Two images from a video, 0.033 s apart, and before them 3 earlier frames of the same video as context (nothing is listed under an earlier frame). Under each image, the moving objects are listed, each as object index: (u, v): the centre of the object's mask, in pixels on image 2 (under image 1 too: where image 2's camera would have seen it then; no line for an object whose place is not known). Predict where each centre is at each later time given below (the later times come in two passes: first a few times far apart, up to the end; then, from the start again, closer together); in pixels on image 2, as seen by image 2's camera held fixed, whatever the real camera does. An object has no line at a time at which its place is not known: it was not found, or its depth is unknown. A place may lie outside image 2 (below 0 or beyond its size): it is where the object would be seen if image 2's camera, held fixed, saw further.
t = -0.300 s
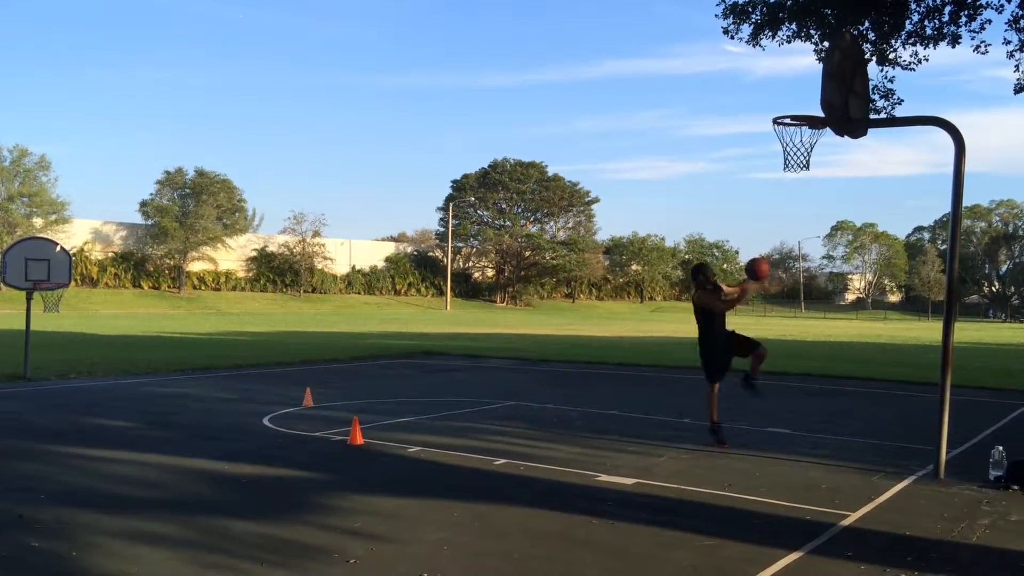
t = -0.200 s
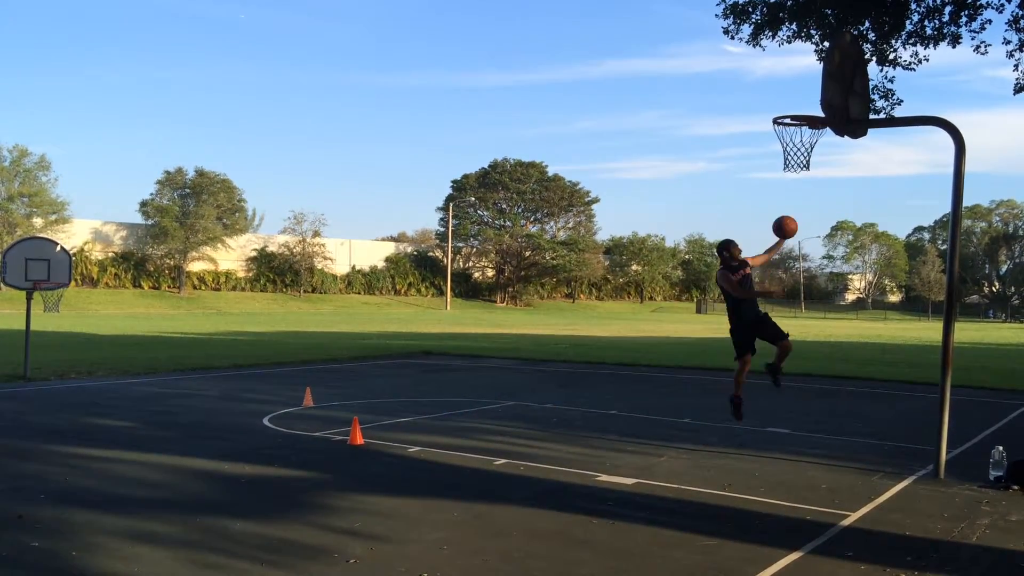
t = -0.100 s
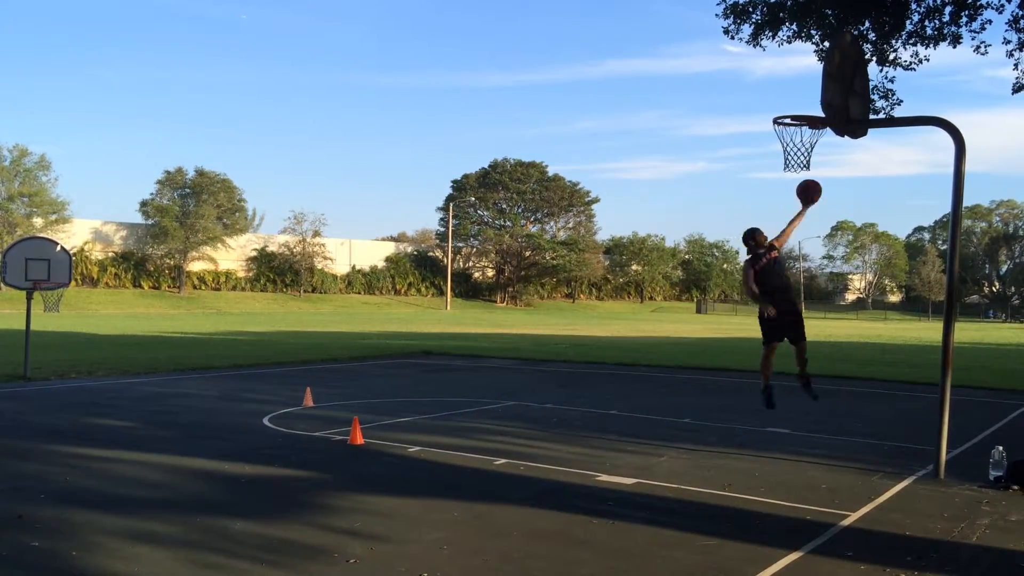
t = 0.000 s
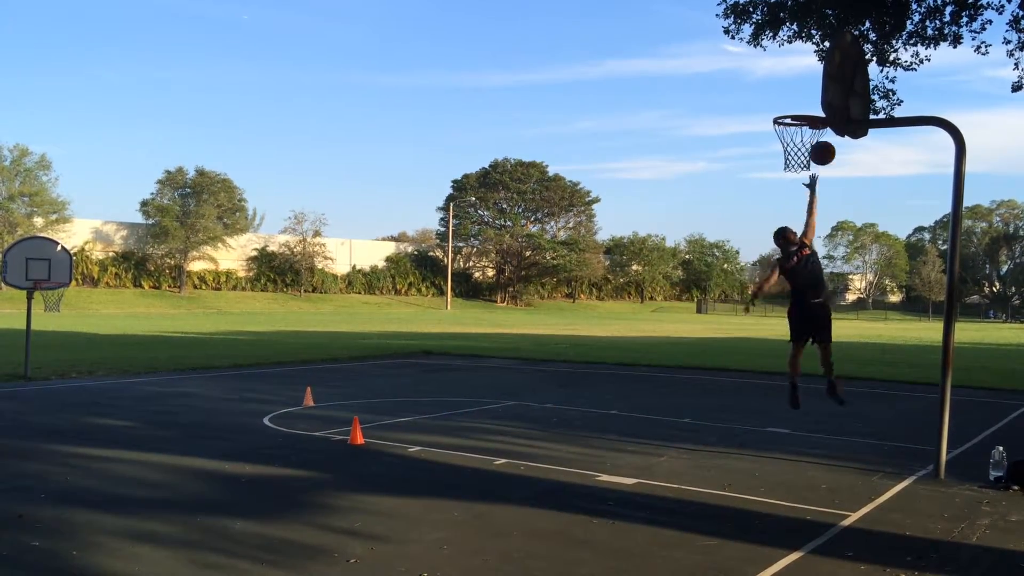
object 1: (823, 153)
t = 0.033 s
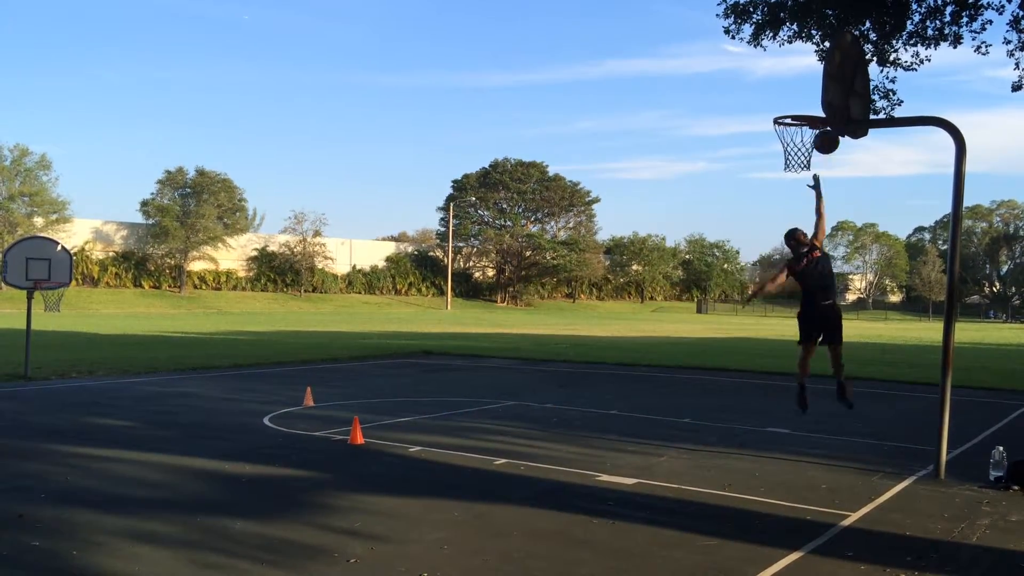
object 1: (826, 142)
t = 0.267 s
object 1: (820, 96)
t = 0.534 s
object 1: (793, 122)
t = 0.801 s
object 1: (779, 187)
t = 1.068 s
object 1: (776, 312)
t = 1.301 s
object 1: (778, 422)
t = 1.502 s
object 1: (807, 323)
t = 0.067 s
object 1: (828, 135)
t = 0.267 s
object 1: (820, 96)
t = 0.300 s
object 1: (817, 96)
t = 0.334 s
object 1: (815, 96)
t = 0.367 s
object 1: (813, 97)
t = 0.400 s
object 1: (810, 100)
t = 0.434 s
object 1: (807, 104)
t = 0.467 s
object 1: (802, 108)
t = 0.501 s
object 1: (797, 115)
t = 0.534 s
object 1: (793, 122)
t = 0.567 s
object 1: (787, 132)
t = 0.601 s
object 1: (783, 140)
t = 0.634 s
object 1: (780, 147)
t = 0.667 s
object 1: (779, 153)
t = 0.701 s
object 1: (779, 160)
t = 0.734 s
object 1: (779, 168)
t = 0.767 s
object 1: (779, 176)
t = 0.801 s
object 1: (779, 187)
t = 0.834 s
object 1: (779, 198)
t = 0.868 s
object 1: (778, 211)
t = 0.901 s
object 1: (778, 225)
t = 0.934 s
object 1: (778, 240)
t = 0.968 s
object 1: (777, 256)
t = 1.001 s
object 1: (777, 273)
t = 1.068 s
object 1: (776, 312)
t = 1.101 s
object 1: (775, 332)
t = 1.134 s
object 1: (775, 355)
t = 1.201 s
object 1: (773, 402)
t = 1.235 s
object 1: (772, 429)
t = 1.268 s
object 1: (772, 442)
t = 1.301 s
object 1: (778, 422)
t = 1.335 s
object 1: (785, 402)
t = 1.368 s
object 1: (788, 385)
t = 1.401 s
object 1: (793, 367)
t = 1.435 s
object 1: (797, 351)
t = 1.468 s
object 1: (802, 336)
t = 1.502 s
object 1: (807, 323)
